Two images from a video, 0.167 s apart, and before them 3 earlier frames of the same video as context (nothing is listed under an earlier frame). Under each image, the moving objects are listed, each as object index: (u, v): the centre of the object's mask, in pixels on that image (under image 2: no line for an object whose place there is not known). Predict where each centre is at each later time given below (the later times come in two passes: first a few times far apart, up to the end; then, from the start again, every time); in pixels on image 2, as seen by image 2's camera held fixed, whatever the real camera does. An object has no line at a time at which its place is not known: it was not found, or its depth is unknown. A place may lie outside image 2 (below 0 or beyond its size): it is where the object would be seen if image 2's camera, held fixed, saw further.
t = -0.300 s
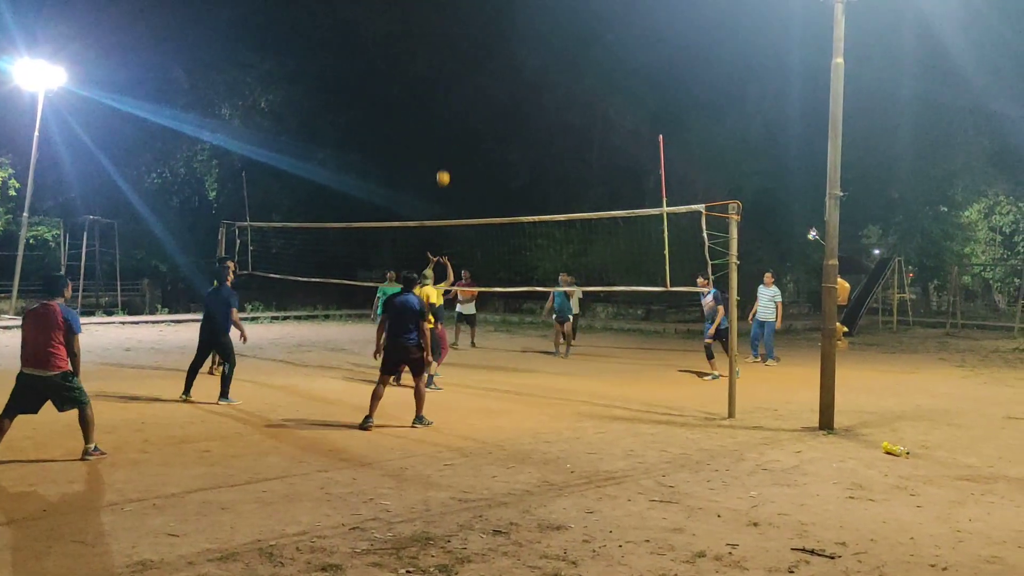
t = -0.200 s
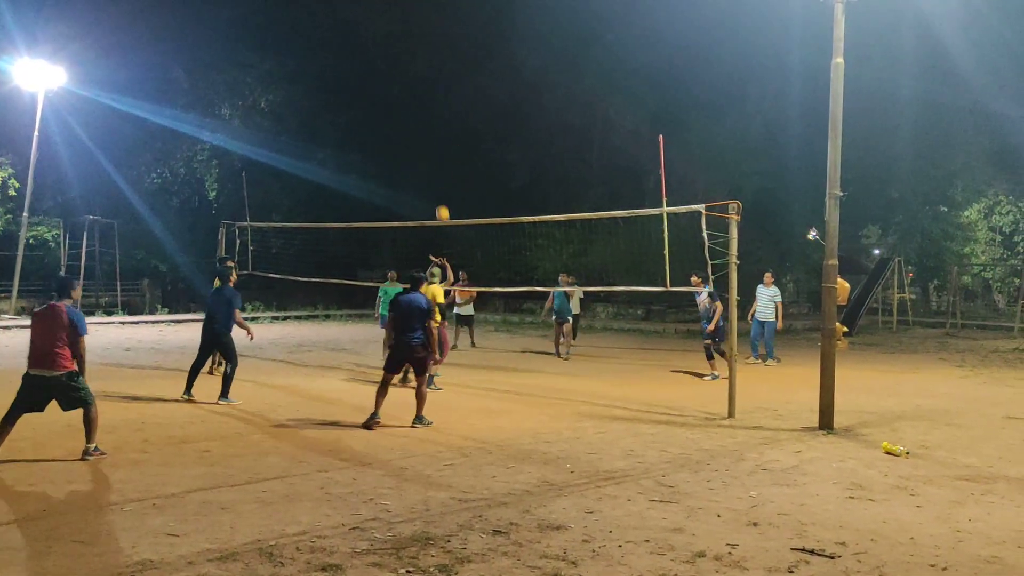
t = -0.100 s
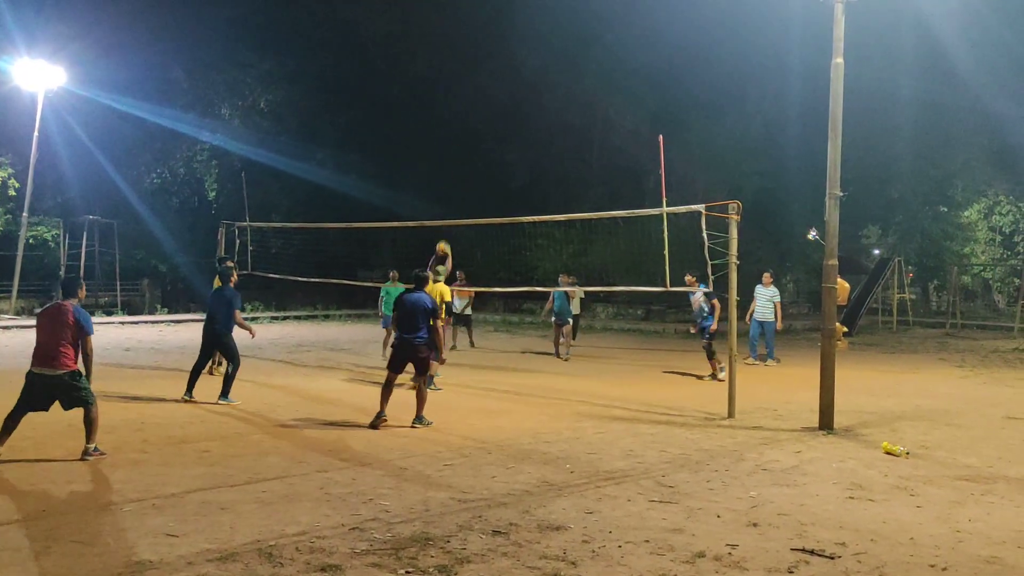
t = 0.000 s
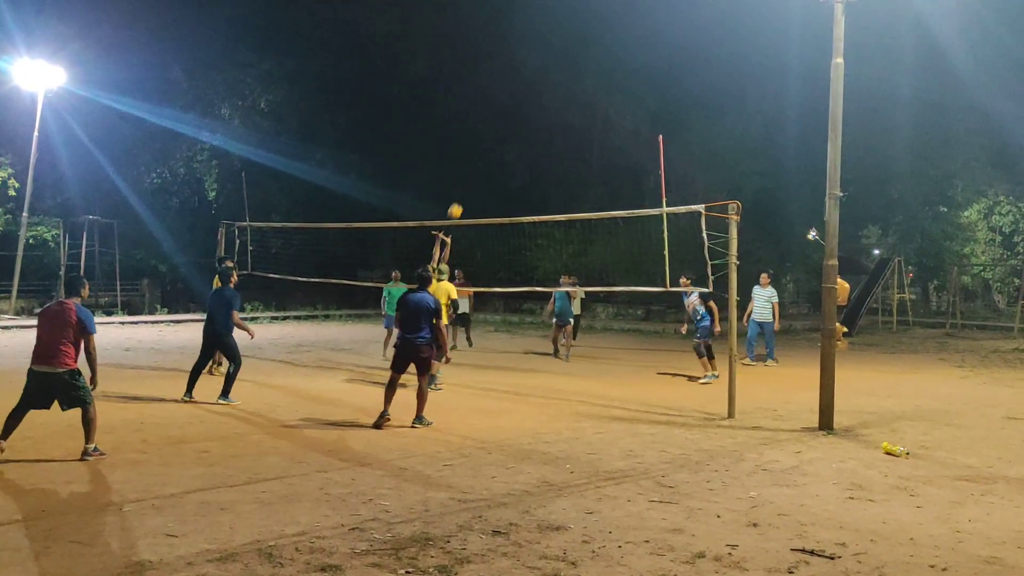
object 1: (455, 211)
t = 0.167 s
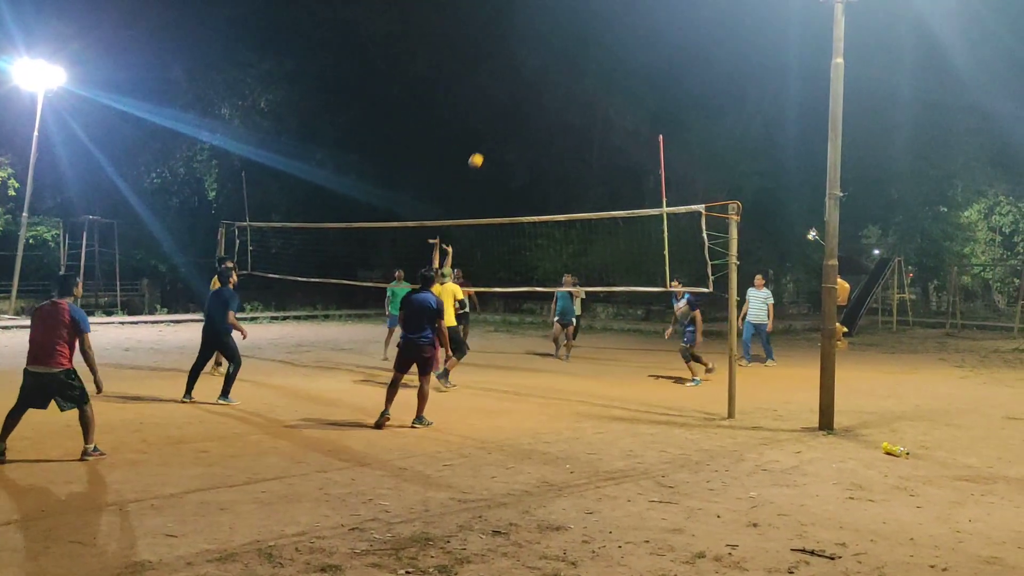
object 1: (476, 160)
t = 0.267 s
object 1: (488, 139)
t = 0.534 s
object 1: (521, 112)
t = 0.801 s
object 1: (553, 128)
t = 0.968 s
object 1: (573, 162)
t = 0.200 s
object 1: (480, 152)
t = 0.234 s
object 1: (484, 145)
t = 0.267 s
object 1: (488, 139)
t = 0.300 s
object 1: (492, 133)
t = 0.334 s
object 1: (497, 128)
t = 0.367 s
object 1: (501, 123)
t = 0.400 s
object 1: (505, 120)
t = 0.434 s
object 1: (509, 117)
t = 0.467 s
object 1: (513, 114)
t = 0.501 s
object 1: (517, 113)
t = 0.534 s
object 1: (521, 112)
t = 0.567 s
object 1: (525, 111)
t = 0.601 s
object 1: (529, 112)
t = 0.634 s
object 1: (533, 113)
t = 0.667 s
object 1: (537, 114)
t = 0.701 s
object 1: (541, 117)
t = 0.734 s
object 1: (545, 120)
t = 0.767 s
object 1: (549, 124)
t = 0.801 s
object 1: (553, 128)
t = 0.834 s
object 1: (557, 134)
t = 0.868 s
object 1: (561, 140)
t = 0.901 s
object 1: (565, 146)
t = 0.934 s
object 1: (569, 154)
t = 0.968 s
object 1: (573, 162)
